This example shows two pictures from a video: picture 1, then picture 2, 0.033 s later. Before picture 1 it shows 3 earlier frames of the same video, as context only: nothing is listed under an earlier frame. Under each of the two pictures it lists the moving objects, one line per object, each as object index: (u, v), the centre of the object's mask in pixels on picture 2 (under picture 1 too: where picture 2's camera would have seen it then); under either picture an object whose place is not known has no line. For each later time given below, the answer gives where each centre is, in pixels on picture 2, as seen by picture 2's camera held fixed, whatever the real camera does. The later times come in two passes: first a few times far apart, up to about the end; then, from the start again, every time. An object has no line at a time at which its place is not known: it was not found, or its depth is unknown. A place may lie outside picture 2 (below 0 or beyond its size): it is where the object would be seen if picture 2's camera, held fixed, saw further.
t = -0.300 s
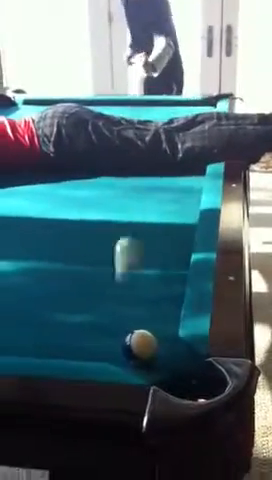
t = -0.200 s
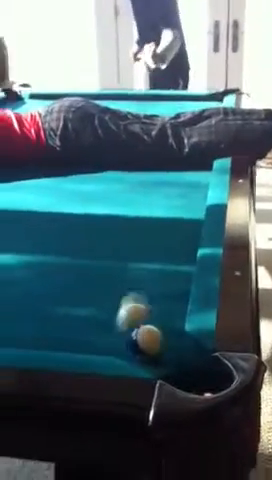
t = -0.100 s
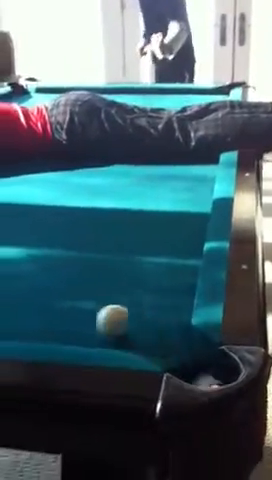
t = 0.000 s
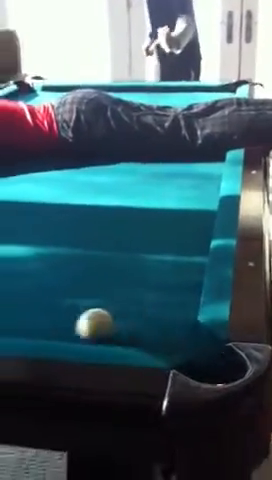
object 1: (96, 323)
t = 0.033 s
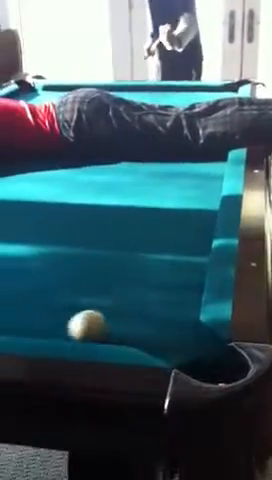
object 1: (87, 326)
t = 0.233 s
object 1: (42, 325)
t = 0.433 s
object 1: (22, 319)
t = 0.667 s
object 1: (0, 313)
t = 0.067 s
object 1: (78, 327)
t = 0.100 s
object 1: (70, 328)
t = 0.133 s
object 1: (61, 329)
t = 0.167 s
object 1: (55, 328)
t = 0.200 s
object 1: (49, 326)
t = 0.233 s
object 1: (42, 325)
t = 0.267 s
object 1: (36, 323)
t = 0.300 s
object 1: (33, 322)
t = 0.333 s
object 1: (31, 323)
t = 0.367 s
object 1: (28, 321)
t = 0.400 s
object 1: (25, 320)
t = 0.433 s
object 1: (22, 319)
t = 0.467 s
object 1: (20, 317)
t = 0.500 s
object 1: (18, 316)
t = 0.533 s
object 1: (13, 315)
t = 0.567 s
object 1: (10, 317)
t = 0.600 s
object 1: (6, 315)
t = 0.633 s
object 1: (3, 314)
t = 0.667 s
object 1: (0, 313)
